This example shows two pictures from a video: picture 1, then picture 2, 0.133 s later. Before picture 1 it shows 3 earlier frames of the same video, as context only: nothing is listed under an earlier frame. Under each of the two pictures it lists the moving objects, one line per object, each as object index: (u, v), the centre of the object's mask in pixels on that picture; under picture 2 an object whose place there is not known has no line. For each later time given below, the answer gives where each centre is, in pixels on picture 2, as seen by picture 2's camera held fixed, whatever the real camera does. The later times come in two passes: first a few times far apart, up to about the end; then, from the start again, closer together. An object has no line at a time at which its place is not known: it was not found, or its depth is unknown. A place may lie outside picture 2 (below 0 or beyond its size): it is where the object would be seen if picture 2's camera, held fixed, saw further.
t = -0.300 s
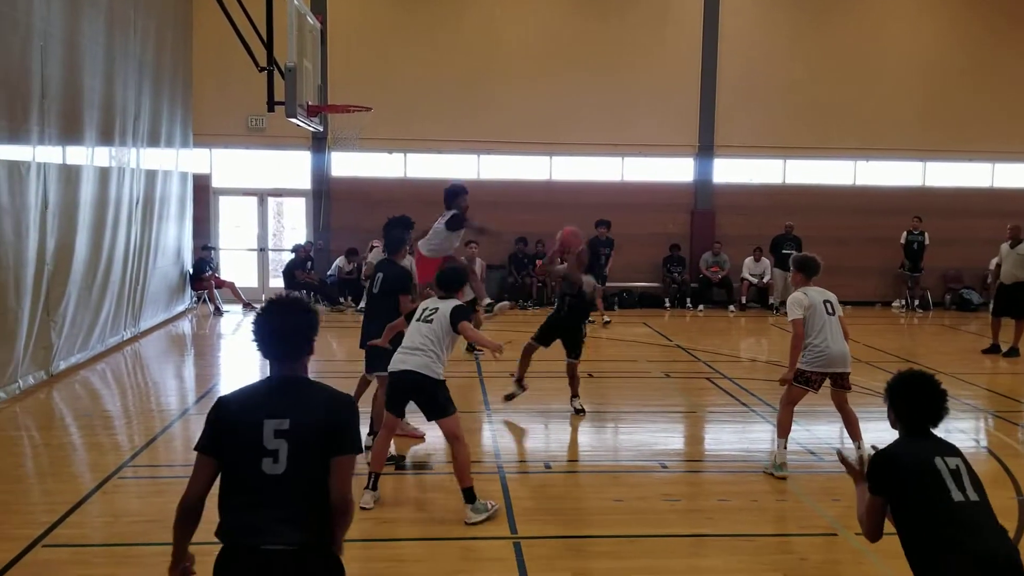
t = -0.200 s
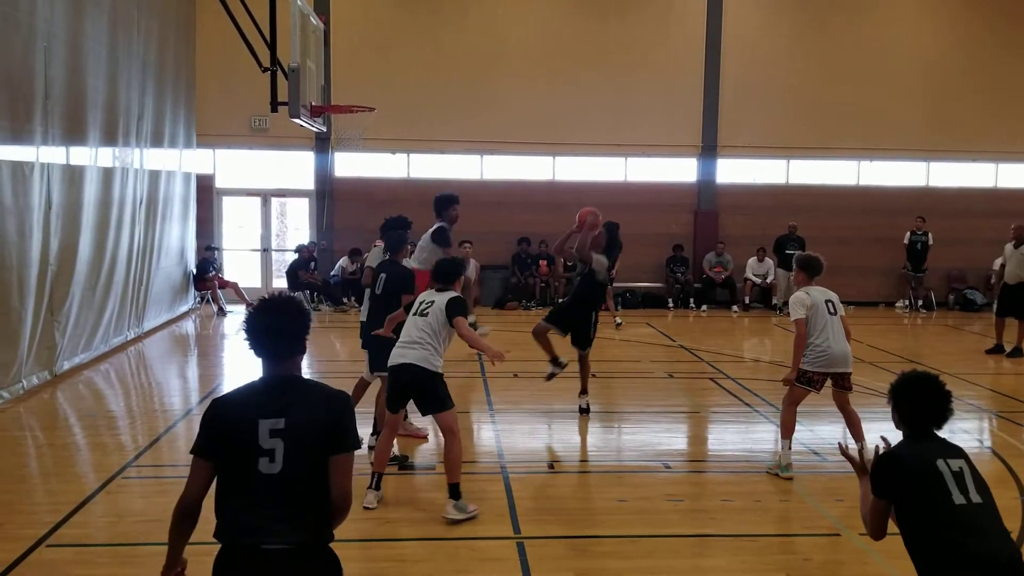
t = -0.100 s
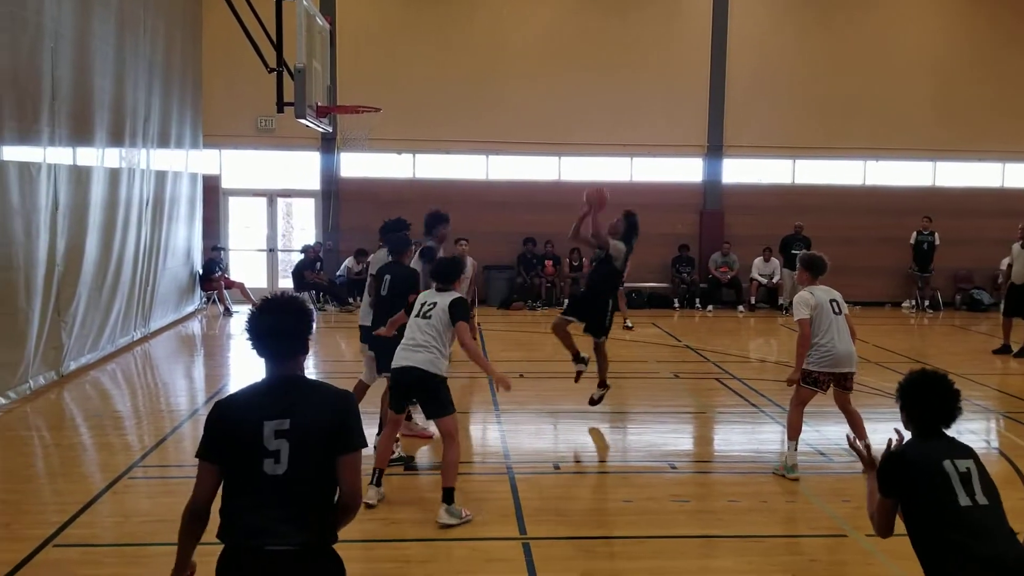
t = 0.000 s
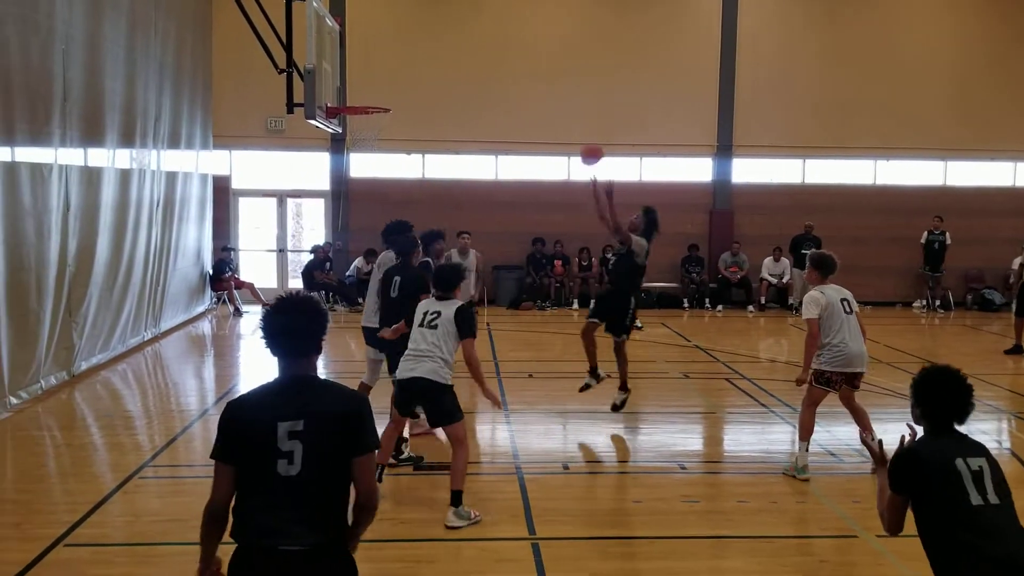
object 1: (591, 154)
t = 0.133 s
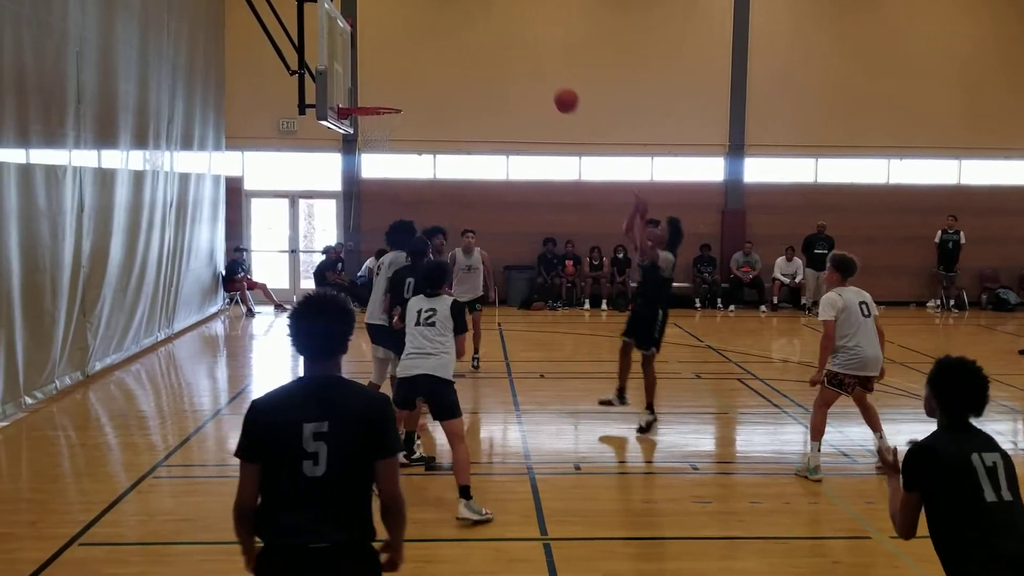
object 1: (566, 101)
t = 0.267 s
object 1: (528, 63)
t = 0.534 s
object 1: (454, 43)
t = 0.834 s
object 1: (374, 111)
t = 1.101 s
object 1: (368, 142)
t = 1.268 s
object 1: (376, 184)
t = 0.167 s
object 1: (557, 89)
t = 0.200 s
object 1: (547, 80)
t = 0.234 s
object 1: (537, 71)
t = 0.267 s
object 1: (528, 63)
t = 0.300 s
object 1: (519, 57)
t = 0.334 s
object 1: (510, 51)
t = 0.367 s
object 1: (500, 47)
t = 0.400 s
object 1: (491, 44)
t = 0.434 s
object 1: (482, 42)
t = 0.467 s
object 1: (473, 41)
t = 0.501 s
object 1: (464, 42)
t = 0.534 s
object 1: (454, 43)
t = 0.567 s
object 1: (445, 46)
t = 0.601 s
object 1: (435, 51)
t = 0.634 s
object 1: (427, 56)
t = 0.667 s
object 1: (418, 62)
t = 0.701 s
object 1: (410, 69)
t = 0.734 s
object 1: (401, 78)
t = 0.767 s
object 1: (392, 88)
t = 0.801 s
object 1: (383, 98)
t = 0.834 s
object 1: (374, 111)
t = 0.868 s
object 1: (367, 123)
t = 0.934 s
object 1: (360, 132)
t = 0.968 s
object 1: (360, 132)
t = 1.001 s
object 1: (361, 133)
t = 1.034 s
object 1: (364, 136)
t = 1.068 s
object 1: (366, 139)
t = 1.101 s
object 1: (368, 142)
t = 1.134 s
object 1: (370, 149)
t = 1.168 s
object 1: (371, 156)
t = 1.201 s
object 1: (373, 164)
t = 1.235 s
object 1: (374, 174)
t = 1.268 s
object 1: (376, 184)
